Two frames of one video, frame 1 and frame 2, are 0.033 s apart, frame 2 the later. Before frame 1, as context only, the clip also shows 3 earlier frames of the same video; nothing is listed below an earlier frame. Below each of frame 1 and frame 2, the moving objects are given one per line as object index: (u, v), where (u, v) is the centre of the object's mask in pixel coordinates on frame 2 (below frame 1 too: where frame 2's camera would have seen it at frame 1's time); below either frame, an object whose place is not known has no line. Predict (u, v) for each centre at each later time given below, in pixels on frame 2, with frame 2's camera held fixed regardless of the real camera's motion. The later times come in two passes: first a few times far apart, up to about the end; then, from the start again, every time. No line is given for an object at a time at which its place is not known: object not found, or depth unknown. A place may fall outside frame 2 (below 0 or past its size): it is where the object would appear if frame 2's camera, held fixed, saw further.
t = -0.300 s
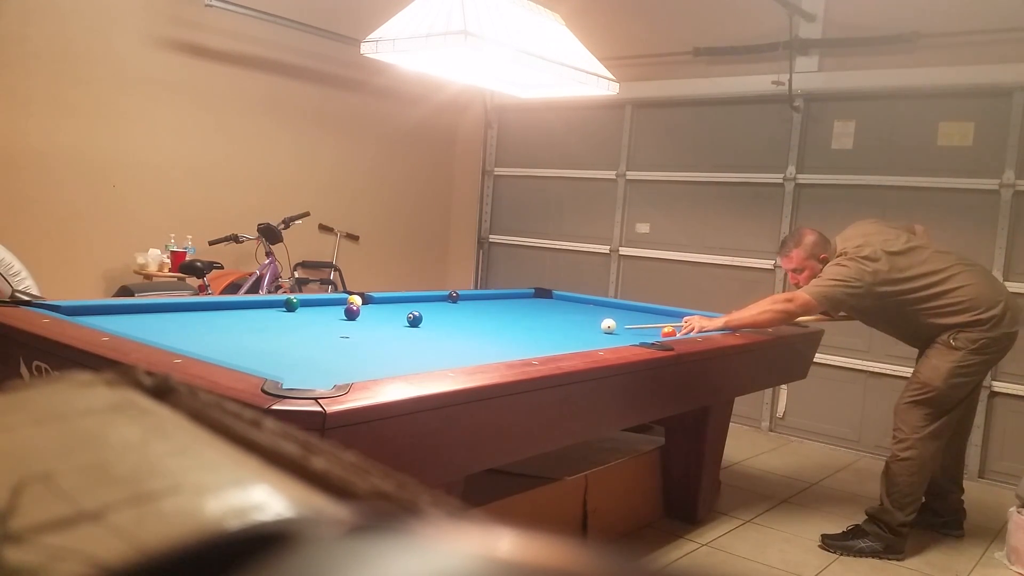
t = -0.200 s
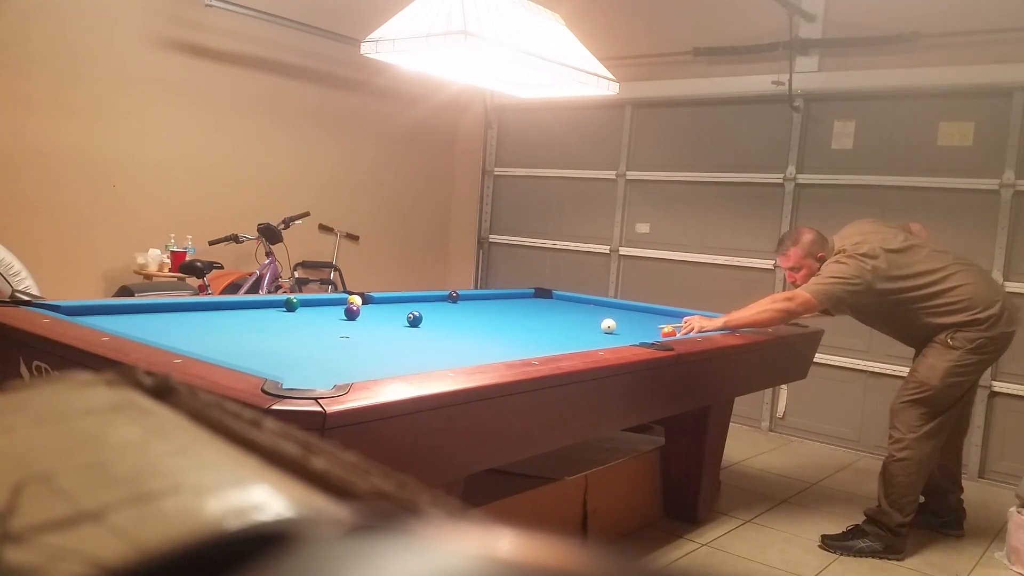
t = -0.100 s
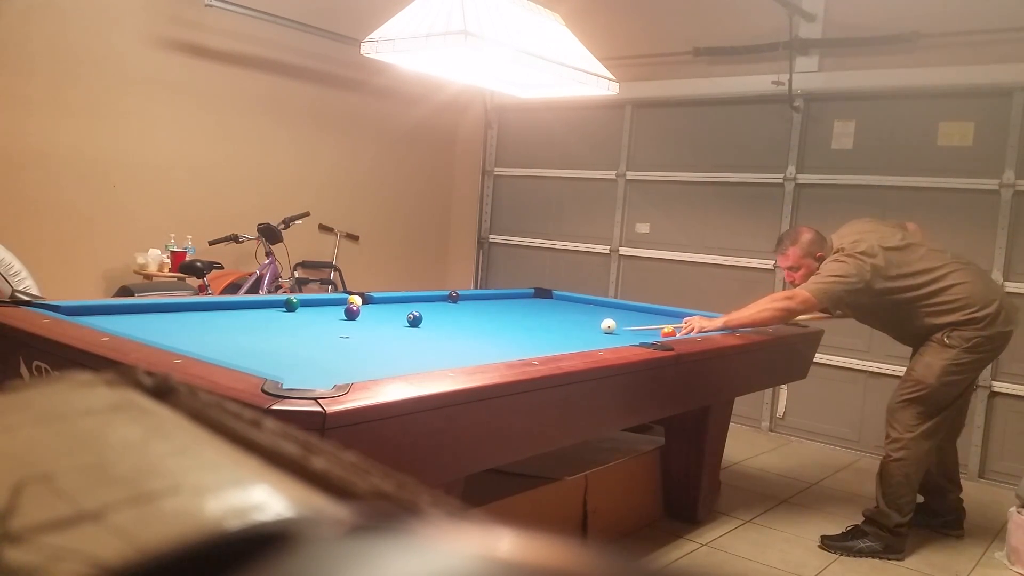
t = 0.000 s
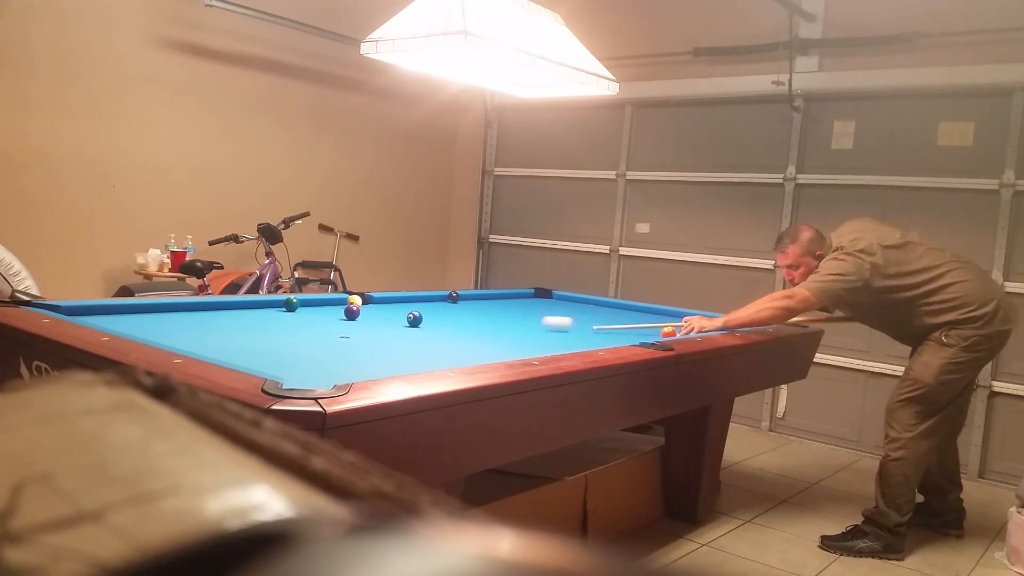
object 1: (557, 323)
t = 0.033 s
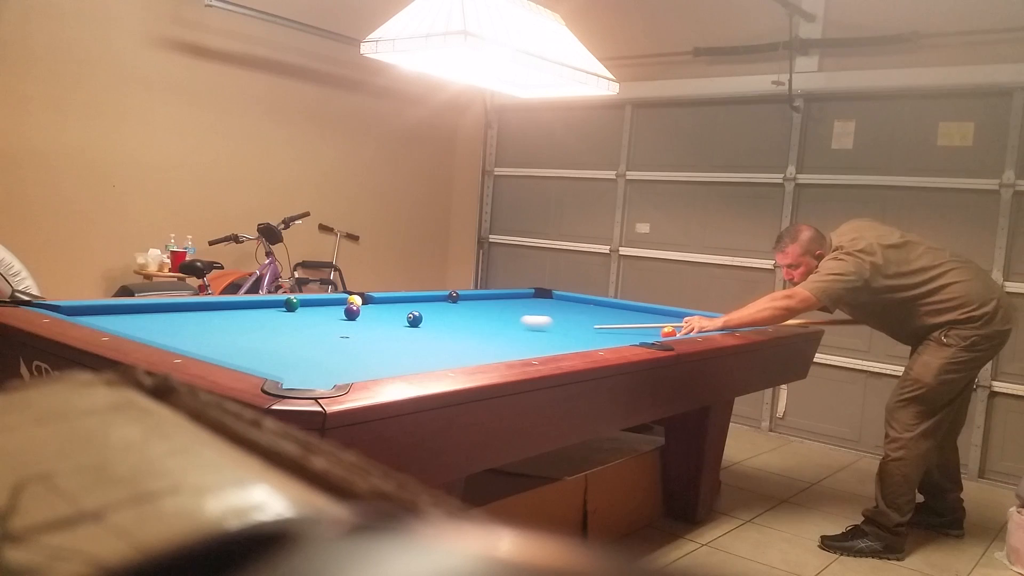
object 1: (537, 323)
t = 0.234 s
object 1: (430, 319)
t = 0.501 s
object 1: (434, 318)
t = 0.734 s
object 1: (437, 317)
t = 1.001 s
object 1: (440, 316)
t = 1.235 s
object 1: (443, 316)
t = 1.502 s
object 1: (444, 315)
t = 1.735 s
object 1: (445, 315)
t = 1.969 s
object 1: (445, 315)
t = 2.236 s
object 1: (446, 315)
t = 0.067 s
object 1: (516, 322)
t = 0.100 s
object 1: (495, 321)
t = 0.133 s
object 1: (474, 320)
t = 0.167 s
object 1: (455, 319)
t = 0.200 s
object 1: (436, 319)
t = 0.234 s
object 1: (430, 319)
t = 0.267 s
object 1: (430, 319)
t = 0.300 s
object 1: (430, 318)
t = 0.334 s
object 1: (431, 318)
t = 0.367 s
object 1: (432, 318)
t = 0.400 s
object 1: (432, 318)
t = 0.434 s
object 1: (433, 318)
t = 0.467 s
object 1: (433, 318)
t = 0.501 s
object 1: (434, 318)
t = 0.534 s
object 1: (434, 318)
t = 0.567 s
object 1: (435, 318)
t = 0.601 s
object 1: (435, 317)
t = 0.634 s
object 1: (436, 317)
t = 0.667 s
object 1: (436, 317)
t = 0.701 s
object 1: (437, 317)
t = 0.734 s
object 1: (437, 317)
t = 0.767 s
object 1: (438, 317)
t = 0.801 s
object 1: (438, 317)
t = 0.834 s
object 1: (438, 317)
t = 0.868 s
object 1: (439, 317)
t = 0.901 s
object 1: (439, 317)
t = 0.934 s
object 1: (439, 316)
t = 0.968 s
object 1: (440, 316)
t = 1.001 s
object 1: (440, 316)
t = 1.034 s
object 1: (441, 316)
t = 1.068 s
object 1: (441, 316)
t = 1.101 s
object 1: (441, 316)
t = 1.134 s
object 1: (442, 316)
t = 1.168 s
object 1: (442, 316)
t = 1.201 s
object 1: (442, 316)
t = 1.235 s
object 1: (443, 316)
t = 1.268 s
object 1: (443, 316)
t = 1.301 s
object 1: (443, 316)
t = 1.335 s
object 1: (443, 316)
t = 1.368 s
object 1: (443, 316)
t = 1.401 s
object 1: (444, 316)
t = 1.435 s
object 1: (444, 316)
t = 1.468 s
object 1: (444, 316)
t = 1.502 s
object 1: (444, 315)
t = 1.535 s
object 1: (444, 315)
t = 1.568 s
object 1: (444, 315)
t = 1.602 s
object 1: (444, 315)
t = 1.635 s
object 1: (445, 315)
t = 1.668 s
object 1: (445, 315)
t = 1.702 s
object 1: (445, 315)
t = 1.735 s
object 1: (445, 315)
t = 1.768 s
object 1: (445, 315)
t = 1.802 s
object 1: (445, 315)
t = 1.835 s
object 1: (445, 315)
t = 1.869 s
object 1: (445, 315)
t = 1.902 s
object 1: (445, 315)
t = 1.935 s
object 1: (445, 315)
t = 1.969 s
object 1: (445, 315)
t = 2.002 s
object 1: (445, 315)
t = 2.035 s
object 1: (445, 315)
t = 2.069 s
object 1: (446, 315)
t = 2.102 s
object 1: (446, 315)
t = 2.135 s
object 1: (445, 315)
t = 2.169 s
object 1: (446, 315)
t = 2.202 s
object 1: (446, 315)
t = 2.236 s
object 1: (446, 315)
